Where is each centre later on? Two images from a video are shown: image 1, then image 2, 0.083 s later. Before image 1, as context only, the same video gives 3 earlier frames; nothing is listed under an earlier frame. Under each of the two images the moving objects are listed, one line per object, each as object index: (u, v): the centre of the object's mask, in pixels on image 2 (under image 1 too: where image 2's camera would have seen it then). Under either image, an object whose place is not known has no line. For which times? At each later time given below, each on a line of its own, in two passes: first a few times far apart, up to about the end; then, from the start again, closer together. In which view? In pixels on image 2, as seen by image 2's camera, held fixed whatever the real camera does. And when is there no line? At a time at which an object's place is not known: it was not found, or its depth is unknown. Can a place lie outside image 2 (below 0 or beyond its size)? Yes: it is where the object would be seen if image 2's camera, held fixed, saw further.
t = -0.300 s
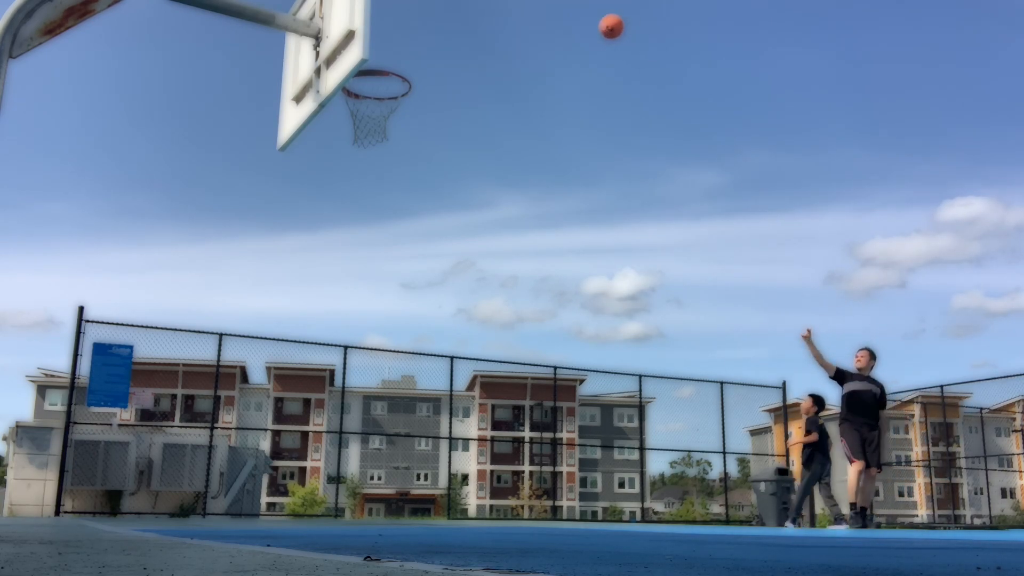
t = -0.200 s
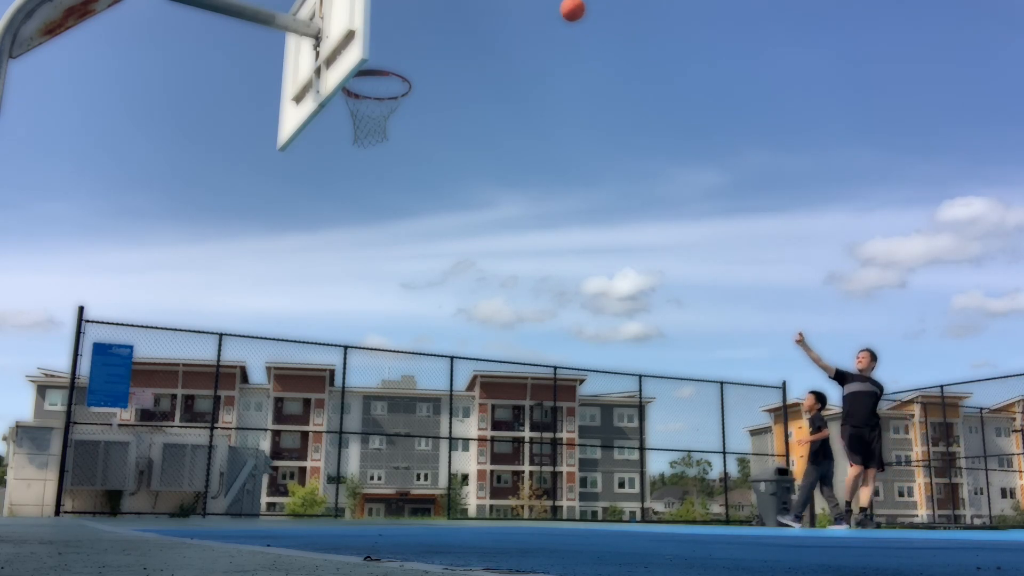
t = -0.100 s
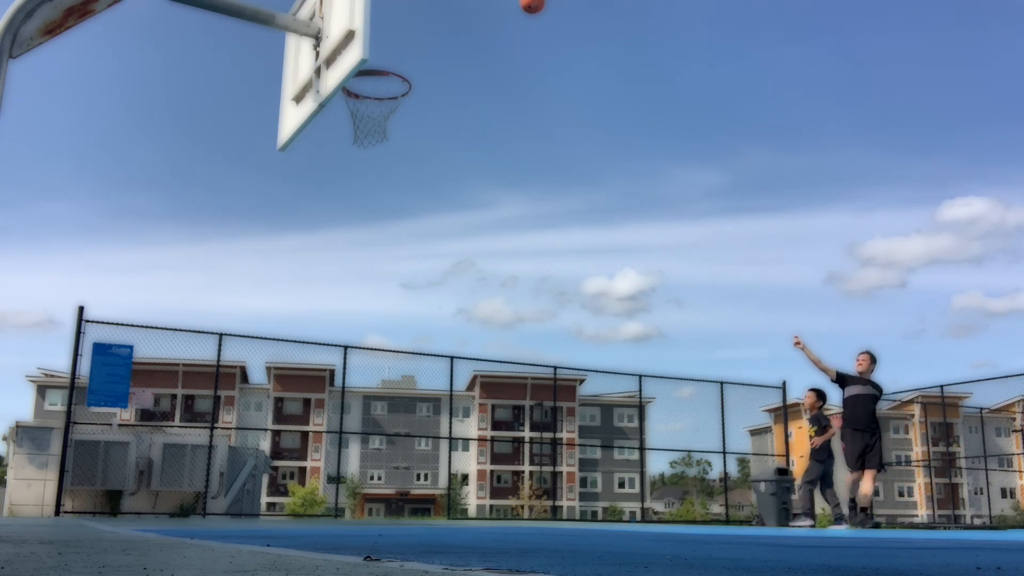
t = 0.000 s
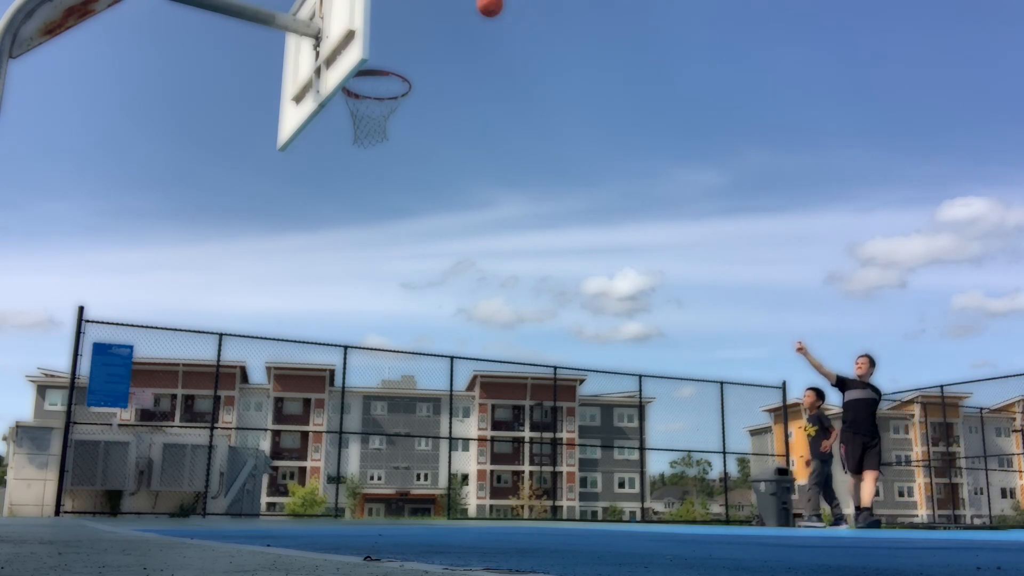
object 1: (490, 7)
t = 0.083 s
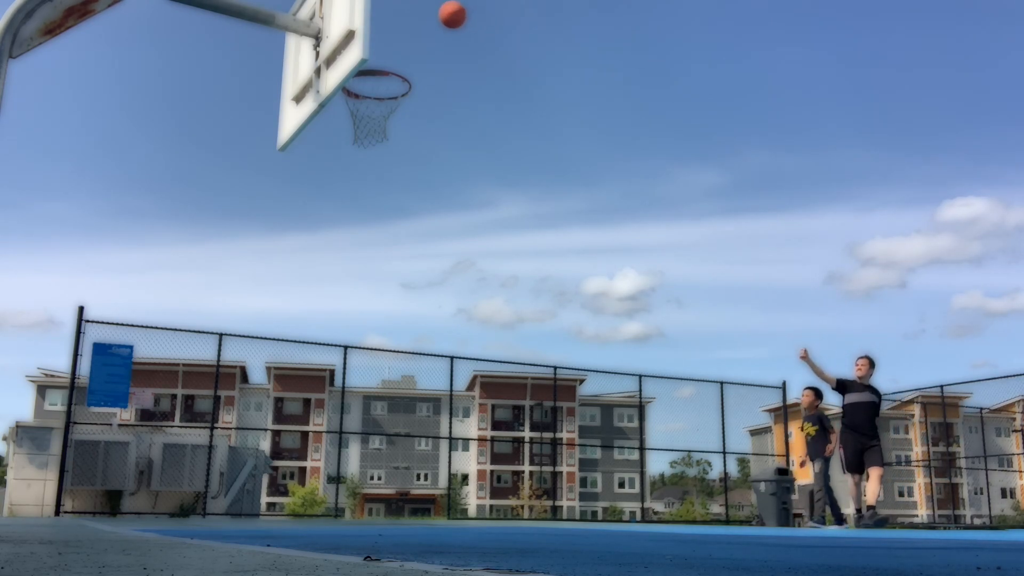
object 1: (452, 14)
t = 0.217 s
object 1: (388, 50)
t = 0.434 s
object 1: (349, 159)
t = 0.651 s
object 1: (428, 321)
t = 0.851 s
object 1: (496, 499)
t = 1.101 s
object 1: (576, 332)
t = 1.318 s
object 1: (636, 269)
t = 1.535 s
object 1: (691, 264)
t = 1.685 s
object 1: (728, 291)
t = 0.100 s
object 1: (444, 18)
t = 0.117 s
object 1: (437, 21)
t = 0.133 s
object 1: (429, 25)
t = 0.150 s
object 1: (421, 29)
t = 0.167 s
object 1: (413, 34)
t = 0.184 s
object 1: (404, 39)
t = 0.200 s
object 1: (396, 45)
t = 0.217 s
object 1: (388, 50)
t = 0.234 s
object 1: (381, 56)
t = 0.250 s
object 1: (376, 61)
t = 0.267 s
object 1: (366, 74)
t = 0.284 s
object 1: (356, 85)
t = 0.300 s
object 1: (349, 90)
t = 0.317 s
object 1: (340, 99)
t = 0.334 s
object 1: (331, 108)
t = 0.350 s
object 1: (323, 116)
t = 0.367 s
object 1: (325, 121)
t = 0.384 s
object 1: (330, 129)
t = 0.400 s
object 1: (336, 138)
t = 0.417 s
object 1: (343, 148)
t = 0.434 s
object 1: (349, 159)
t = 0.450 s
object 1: (356, 169)
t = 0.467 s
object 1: (362, 180)
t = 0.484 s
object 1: (368, 191)
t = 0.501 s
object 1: (375, 203)
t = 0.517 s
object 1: (380, 215)
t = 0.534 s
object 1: (386, 227)
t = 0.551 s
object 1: (392, 239)
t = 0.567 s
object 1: (399, 252)
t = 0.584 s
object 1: (404, 265)
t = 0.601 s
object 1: (411, 278)
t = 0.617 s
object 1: (417, 292)
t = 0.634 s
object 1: (423, 306)
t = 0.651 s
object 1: (428, 321)
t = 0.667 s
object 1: (434, 335)
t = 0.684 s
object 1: (440, 351)
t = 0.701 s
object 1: (445, 367)
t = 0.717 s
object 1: (451, 382)
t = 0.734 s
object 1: (456, 399)
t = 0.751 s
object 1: (462, 415)
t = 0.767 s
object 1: (468, 432)
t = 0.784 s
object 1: (474, 450)
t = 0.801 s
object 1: (480, 468)
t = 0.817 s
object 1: (485, 486)
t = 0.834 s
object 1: (490, 505)
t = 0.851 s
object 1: (496, 499)
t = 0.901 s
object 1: (513, 455)
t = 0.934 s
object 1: (524, 429)
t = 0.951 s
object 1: (530, 417)
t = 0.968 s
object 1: (536, 406)
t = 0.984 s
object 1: (541, 395)
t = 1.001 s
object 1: (545, 386)
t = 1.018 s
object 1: (551, 375)
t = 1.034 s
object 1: (556, 365)
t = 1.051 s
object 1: (561, 356)
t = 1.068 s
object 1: (566, 347)
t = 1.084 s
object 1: (571, 339)
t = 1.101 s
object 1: (576, 332)
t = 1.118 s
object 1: (581, 325)
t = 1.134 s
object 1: (586, 318)
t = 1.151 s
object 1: (591, 312)
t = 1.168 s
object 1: (596, 306)
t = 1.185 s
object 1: (600, 300)
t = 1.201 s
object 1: (605, 295)
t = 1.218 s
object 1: (609, 290)
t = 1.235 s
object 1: (614, 286)
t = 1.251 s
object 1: (618, 282)
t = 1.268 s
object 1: (623, 278)
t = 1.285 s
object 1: (627, 275)
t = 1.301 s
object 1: (632, 272)
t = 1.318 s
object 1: (636, 269)
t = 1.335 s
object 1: (641, 267)
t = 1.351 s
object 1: (645, 265)
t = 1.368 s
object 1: (649, 263)
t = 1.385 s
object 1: (654, 262)
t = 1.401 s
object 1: (658, 261)
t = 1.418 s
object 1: (662, 260)
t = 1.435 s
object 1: (666, 260)
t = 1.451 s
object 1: (671, 260)
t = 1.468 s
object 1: (675, 260)
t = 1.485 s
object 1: (679, 261)
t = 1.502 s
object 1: (683, 262)
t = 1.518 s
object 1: (687, 263)
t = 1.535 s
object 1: (691, 264)
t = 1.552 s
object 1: (696, 266)
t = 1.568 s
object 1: (700, 268)
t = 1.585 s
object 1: (704, 271)
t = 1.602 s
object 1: (708, 273)
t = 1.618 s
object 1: (712, 276)
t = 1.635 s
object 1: (716, 279)
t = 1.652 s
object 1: (720, 283)
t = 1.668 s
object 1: (724, 286)
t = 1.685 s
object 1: (728, 291)
